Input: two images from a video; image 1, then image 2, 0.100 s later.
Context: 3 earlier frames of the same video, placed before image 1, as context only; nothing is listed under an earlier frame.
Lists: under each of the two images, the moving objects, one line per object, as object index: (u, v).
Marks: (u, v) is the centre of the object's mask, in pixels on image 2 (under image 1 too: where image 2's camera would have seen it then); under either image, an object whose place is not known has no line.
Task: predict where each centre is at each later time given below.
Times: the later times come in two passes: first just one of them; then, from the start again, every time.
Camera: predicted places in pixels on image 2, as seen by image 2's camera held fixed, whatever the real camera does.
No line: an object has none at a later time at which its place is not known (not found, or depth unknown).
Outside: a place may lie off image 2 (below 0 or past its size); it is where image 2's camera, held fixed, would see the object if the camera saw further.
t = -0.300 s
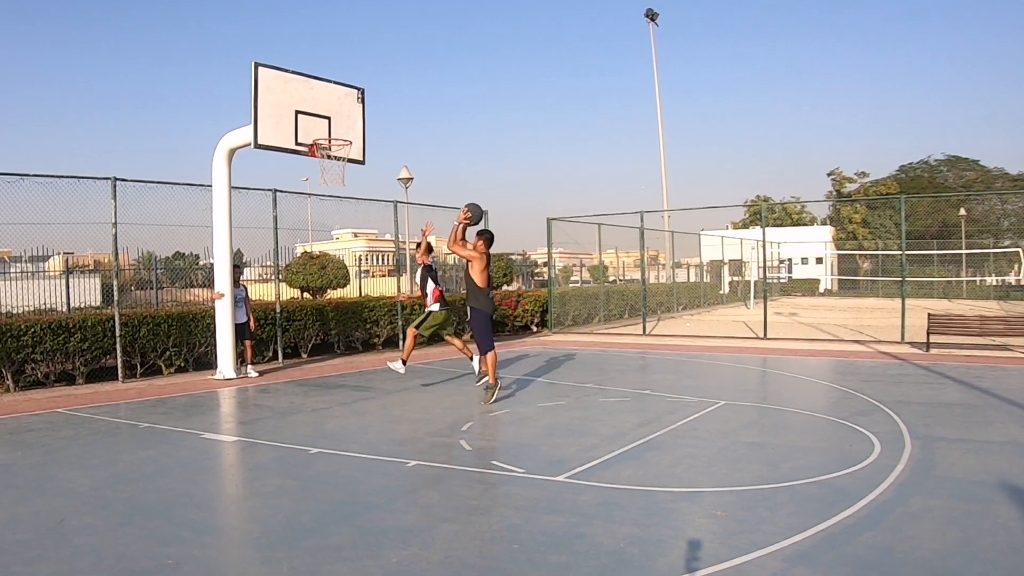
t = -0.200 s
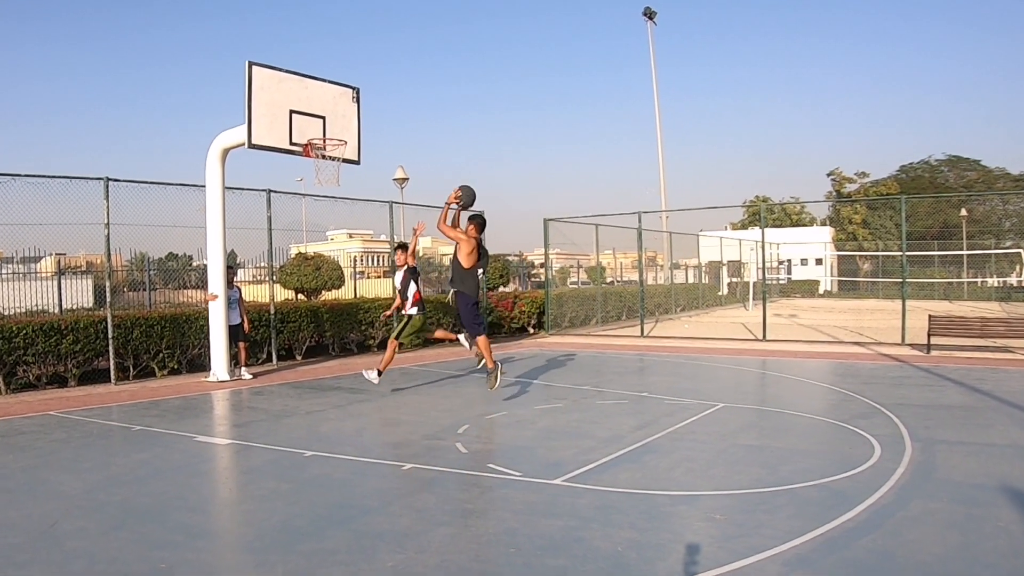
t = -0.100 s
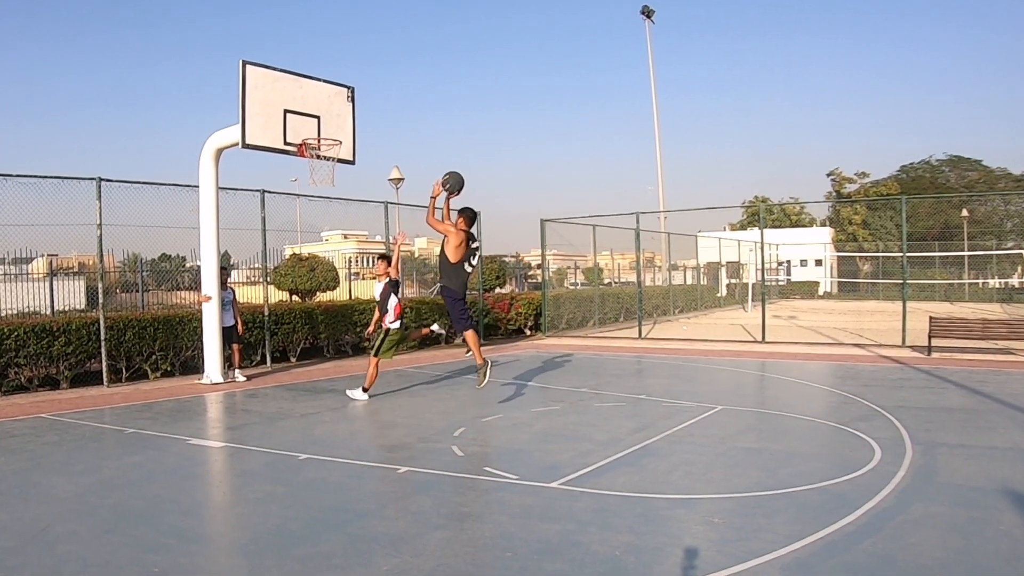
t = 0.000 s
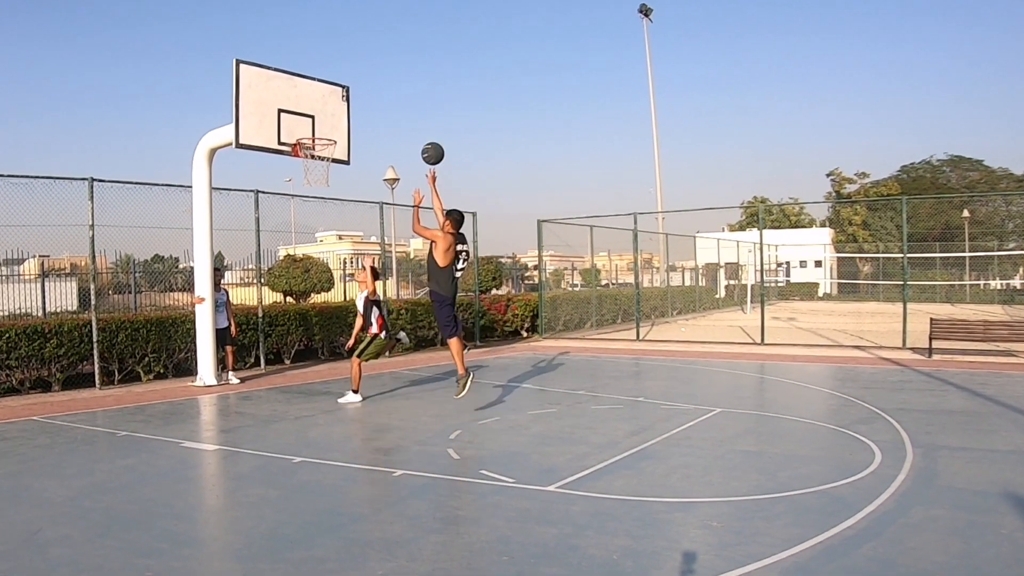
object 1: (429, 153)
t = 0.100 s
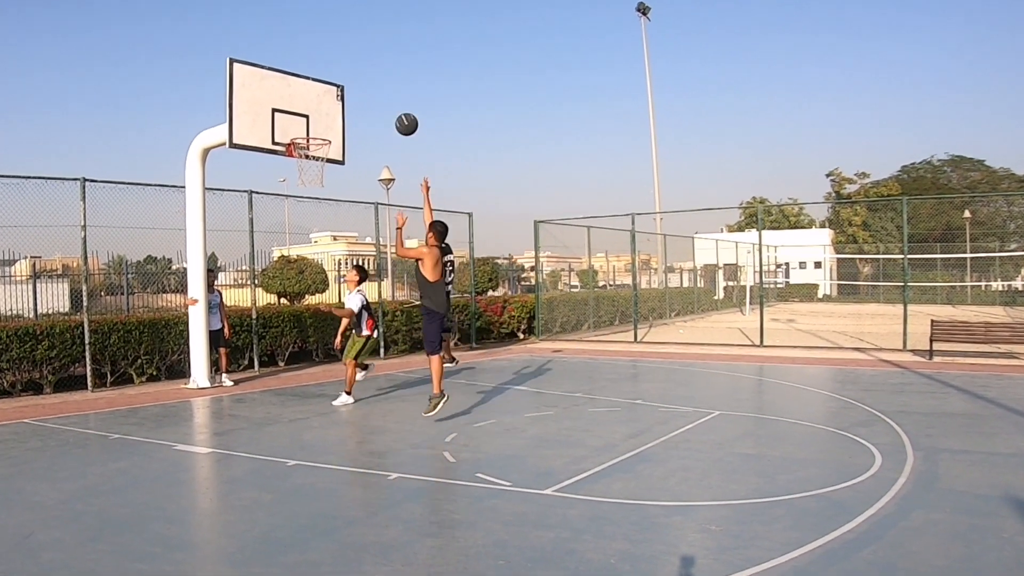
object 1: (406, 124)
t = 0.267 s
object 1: (369, 98)
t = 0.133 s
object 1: (399, 117)
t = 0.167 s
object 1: (391, 110)
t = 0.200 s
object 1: (384, 105)
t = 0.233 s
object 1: (376, 101)
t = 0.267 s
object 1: (369, 98)
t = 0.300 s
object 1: (362, 96)
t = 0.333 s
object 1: (355, 95)
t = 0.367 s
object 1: (348, 95)
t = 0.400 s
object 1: (341, 96)
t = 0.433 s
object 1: (334, 98)
